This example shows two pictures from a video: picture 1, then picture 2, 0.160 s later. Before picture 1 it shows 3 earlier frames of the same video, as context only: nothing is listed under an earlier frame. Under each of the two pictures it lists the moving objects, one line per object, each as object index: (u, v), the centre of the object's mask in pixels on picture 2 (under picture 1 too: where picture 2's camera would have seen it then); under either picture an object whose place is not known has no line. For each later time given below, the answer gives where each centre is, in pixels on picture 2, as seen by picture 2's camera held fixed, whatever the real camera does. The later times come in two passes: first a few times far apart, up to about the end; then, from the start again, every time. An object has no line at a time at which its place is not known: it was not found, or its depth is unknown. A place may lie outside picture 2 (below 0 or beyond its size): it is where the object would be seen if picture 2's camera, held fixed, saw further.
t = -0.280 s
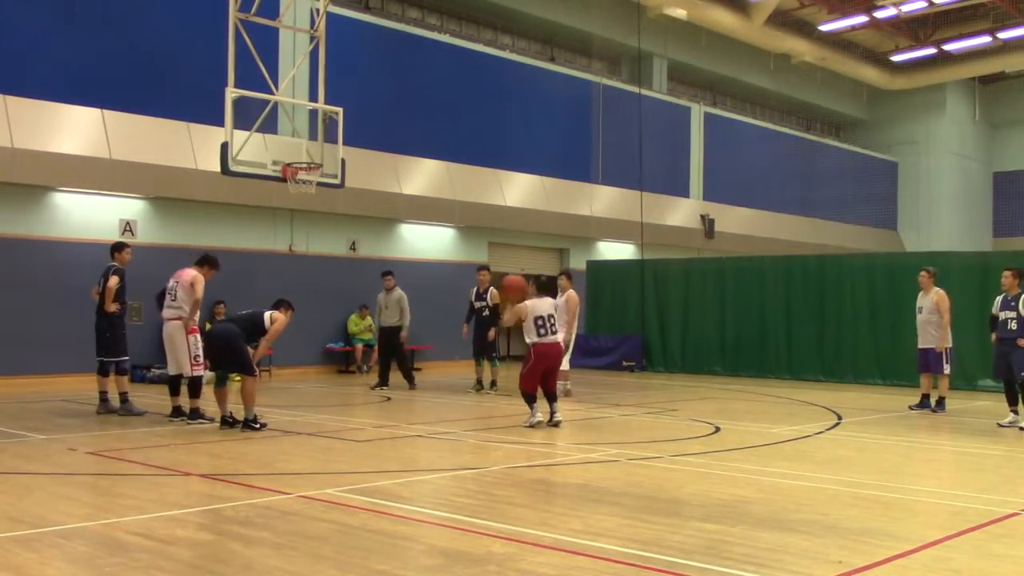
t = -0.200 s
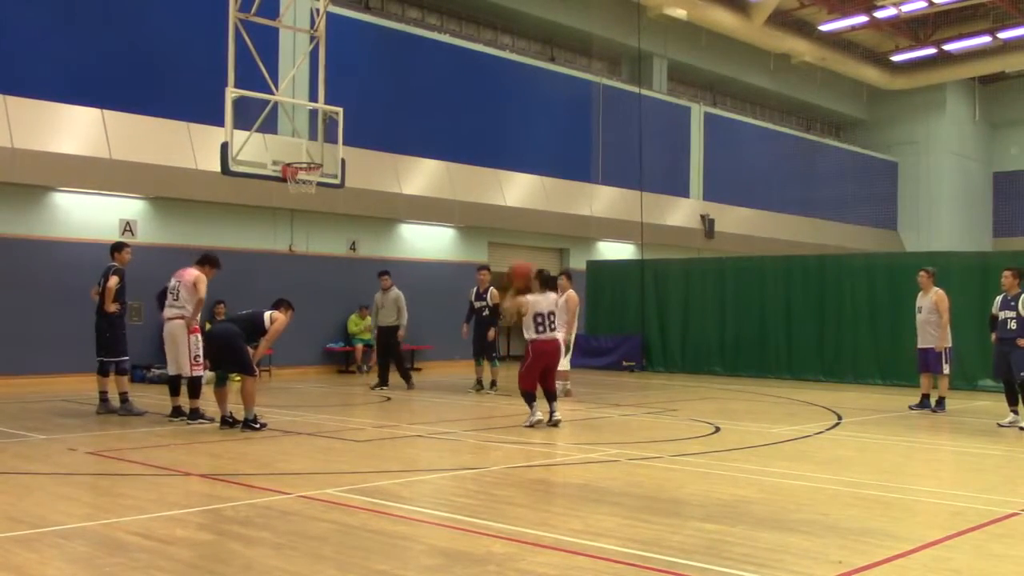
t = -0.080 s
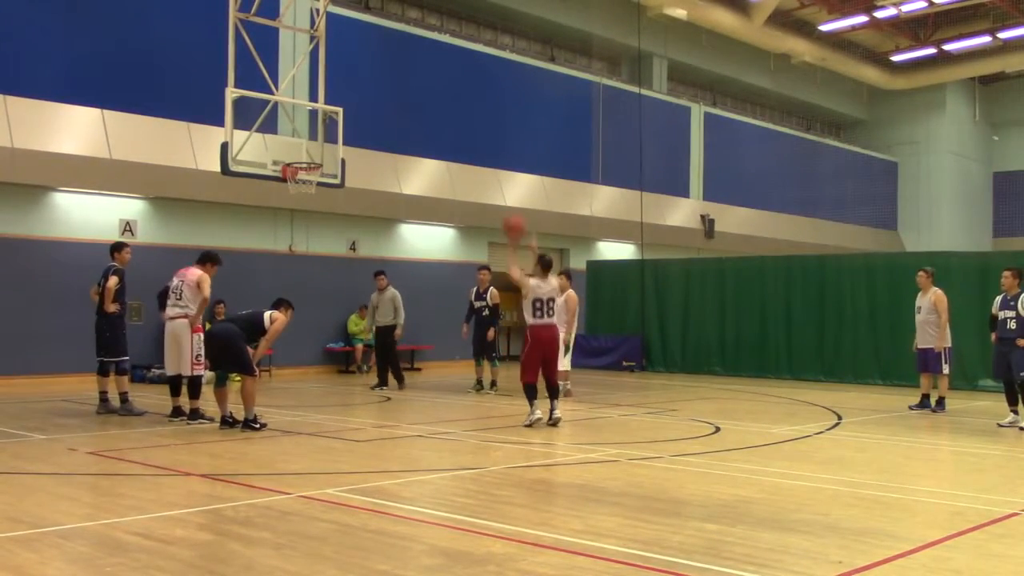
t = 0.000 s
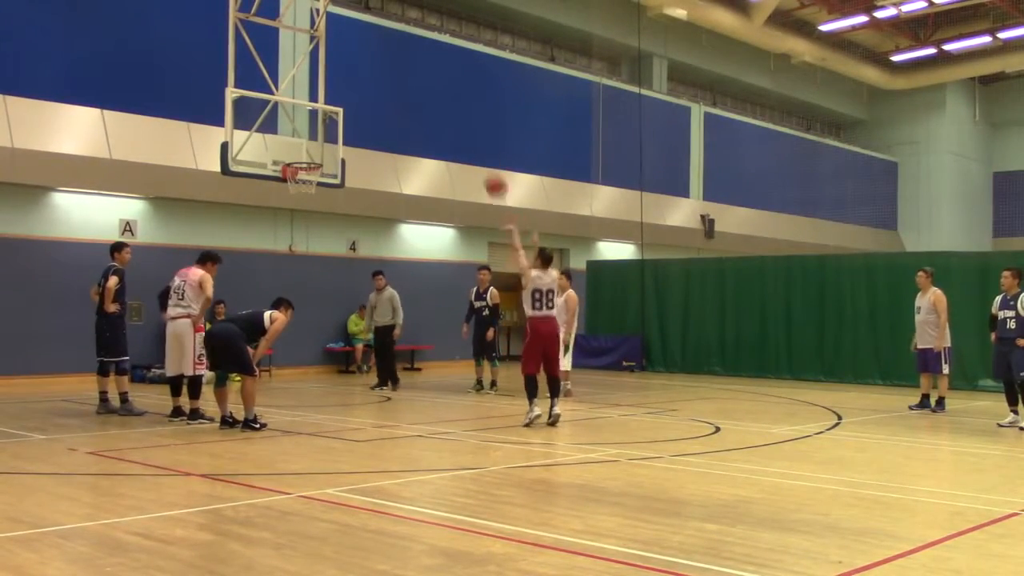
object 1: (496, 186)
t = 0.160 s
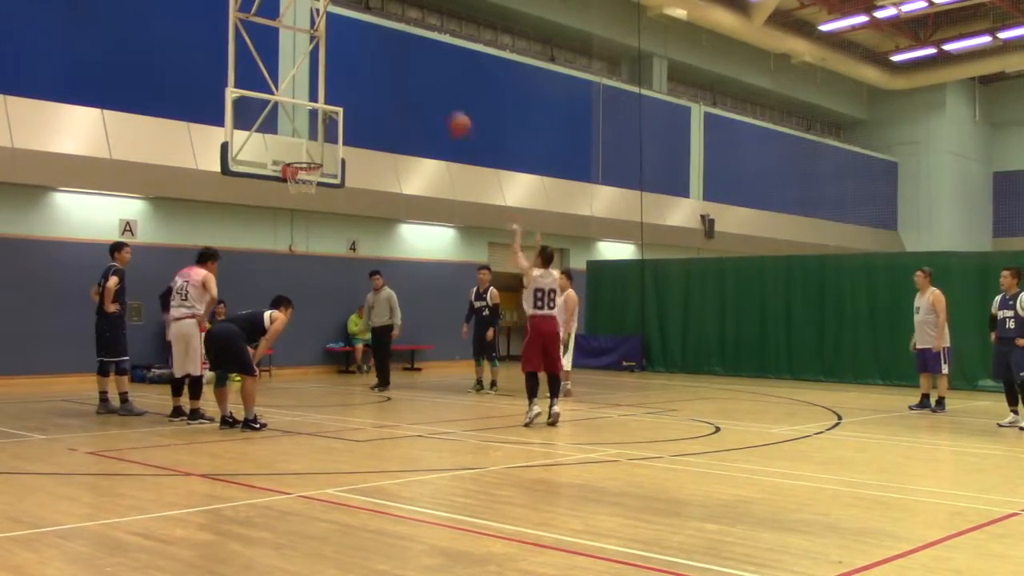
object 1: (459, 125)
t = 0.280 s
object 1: (434, 96)
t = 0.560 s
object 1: (380, 82)
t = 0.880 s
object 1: (325, 137)
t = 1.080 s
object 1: (292, 185)
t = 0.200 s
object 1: (451, 113)
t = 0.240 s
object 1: (443, 104)
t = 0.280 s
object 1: (434, 96)
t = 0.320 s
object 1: (427, 90)
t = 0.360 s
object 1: (418, 85)
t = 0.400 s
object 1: (411, 83)
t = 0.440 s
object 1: (403, 80)
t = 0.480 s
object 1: (395, 79)
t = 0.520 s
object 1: (388, 80)
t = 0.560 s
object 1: (380, 82)
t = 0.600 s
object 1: (374, 85)
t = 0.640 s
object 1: (367, 89)
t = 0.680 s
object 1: (359, 93)
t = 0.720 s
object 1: (353, 99)
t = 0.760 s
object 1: (346, 107)
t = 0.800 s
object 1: (340, 116)
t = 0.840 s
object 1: (332, 125)
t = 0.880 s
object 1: (325, 137)
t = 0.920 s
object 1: (320, 149)
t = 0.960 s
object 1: (313, 161)
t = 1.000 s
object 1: (305, 171)
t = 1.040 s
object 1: (300, 173)
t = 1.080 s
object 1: (292, 185)
